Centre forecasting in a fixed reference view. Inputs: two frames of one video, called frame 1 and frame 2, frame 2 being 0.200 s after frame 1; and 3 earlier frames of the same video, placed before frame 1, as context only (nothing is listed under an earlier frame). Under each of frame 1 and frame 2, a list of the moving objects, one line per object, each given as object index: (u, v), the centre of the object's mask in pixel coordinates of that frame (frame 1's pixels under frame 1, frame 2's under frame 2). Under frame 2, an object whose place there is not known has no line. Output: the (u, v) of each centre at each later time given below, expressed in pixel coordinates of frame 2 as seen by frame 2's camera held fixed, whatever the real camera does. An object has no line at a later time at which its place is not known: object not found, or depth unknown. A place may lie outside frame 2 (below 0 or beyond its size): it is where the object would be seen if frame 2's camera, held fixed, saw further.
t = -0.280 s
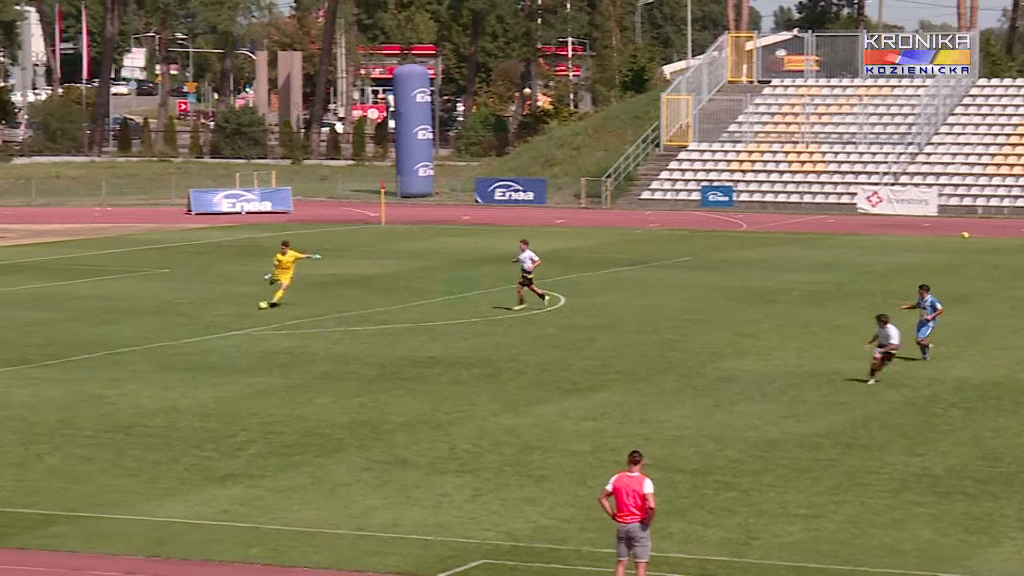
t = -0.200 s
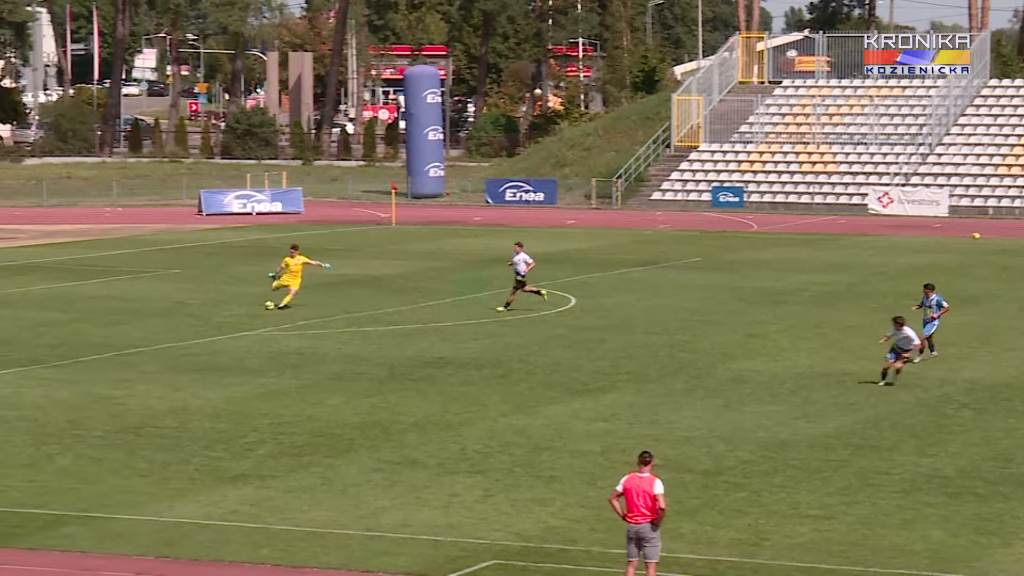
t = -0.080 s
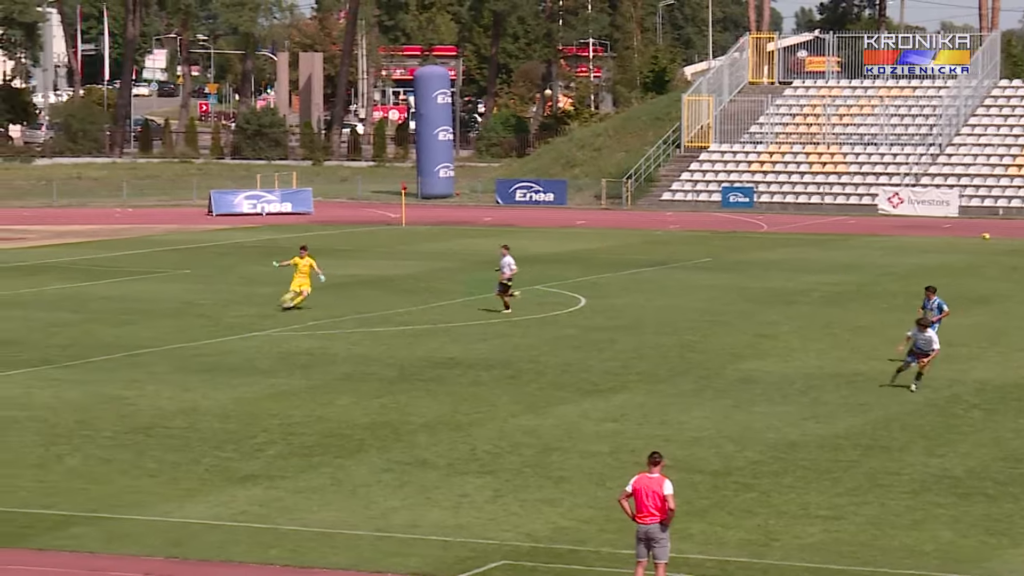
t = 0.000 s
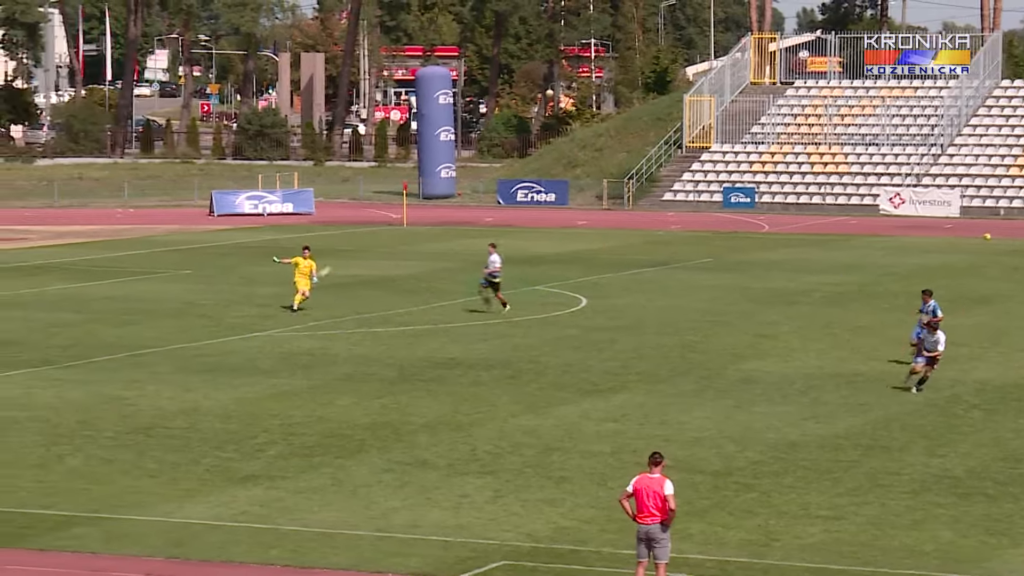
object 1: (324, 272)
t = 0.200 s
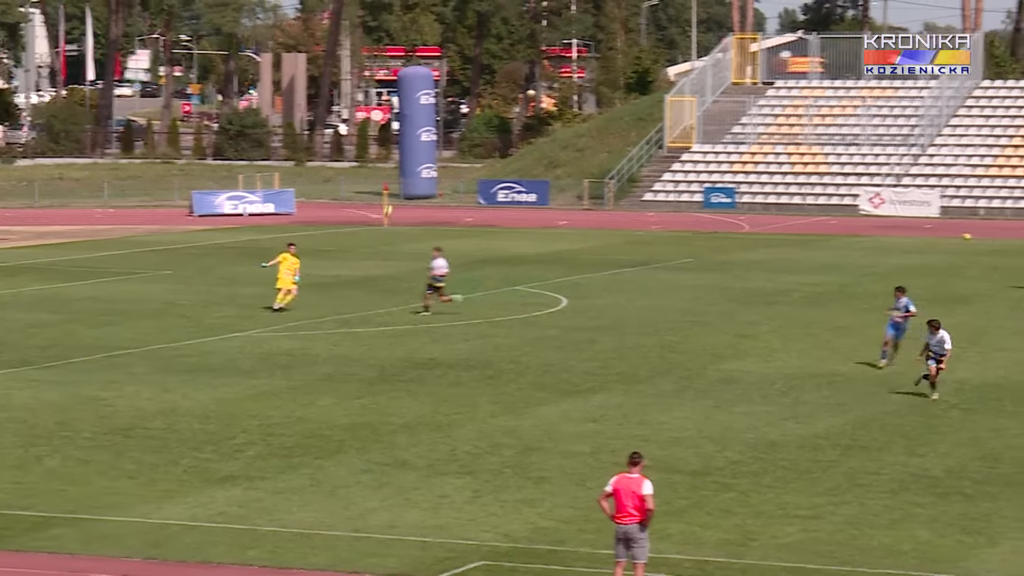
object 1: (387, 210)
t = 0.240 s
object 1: (397, 198)
